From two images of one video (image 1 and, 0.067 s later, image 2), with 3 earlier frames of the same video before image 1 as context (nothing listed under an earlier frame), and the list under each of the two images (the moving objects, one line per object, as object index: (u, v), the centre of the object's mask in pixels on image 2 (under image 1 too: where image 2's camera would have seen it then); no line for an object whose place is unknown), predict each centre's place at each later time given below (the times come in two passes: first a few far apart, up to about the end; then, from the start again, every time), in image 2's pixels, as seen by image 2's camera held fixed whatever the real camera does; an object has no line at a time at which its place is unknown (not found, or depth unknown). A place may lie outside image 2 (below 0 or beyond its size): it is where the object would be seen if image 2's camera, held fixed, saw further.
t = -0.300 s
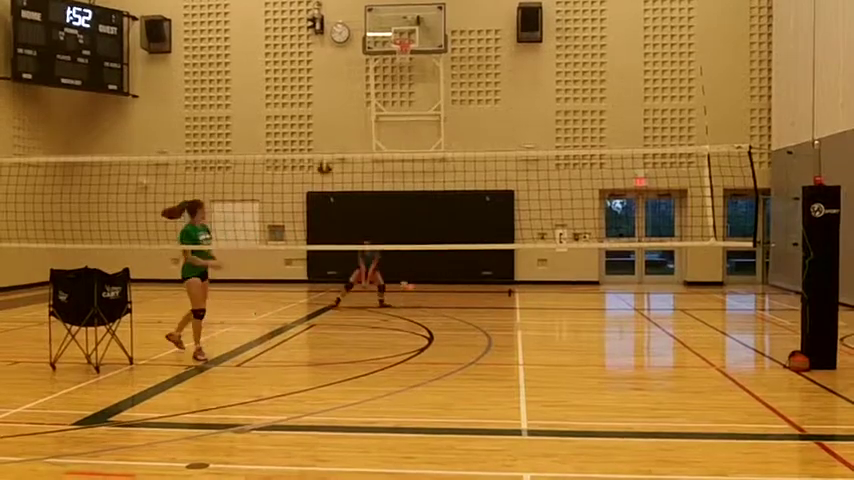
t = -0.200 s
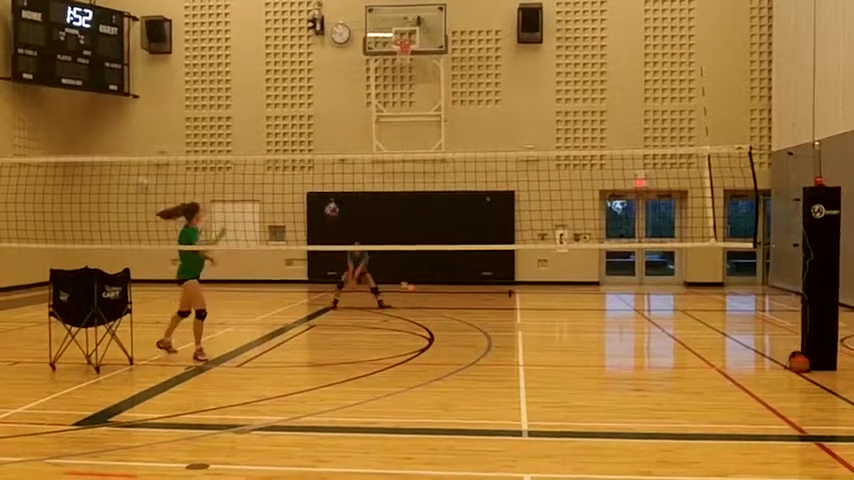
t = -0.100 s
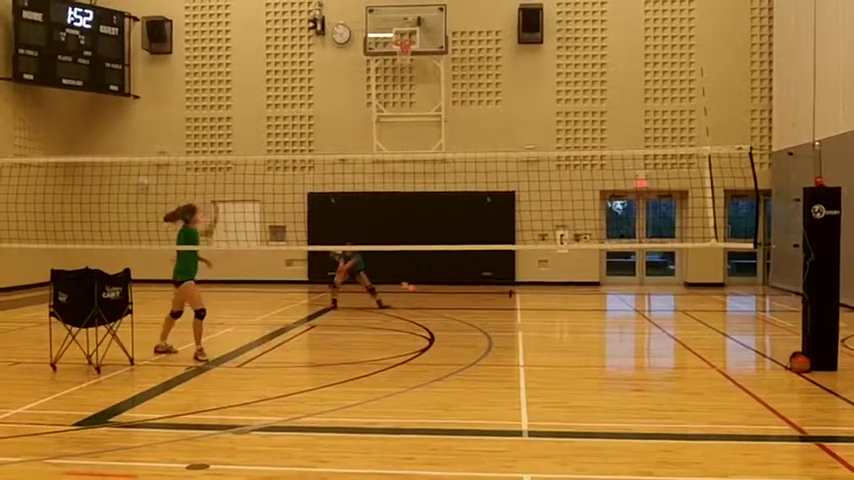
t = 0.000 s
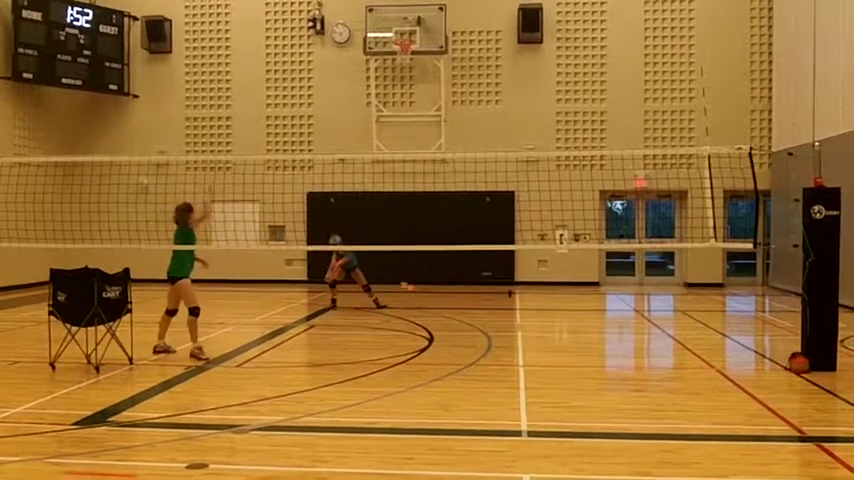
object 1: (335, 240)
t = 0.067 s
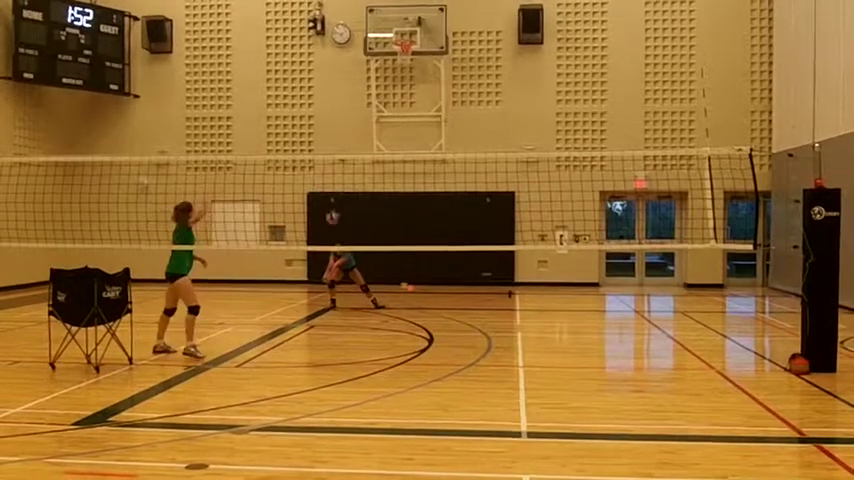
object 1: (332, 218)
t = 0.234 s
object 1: (326, 165)
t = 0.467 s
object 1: (318, 113)
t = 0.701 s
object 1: (308, 92)
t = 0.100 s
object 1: (331, 206)
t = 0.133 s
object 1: (332, 202)
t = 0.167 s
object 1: (328, 186)
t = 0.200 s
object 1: (327, 175)
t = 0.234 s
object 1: (326, 165)
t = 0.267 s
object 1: (325, 155)
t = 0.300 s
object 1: (324, 147)
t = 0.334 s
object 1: (323, 138)
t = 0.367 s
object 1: (321, 131)
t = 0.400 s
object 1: (320, 123)
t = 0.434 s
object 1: (320, 117)
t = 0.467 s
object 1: (318, 113)
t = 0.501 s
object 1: (316, 106)
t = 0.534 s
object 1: (315, 102)
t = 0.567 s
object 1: (314, 99)
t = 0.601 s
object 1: (313, 96)
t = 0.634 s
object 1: (311, 94)
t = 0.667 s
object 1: (310, 93)
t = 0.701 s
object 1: (308, 92)
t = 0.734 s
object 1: (307, 93)
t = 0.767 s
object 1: (306, 94)
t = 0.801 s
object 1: (304, 96)
